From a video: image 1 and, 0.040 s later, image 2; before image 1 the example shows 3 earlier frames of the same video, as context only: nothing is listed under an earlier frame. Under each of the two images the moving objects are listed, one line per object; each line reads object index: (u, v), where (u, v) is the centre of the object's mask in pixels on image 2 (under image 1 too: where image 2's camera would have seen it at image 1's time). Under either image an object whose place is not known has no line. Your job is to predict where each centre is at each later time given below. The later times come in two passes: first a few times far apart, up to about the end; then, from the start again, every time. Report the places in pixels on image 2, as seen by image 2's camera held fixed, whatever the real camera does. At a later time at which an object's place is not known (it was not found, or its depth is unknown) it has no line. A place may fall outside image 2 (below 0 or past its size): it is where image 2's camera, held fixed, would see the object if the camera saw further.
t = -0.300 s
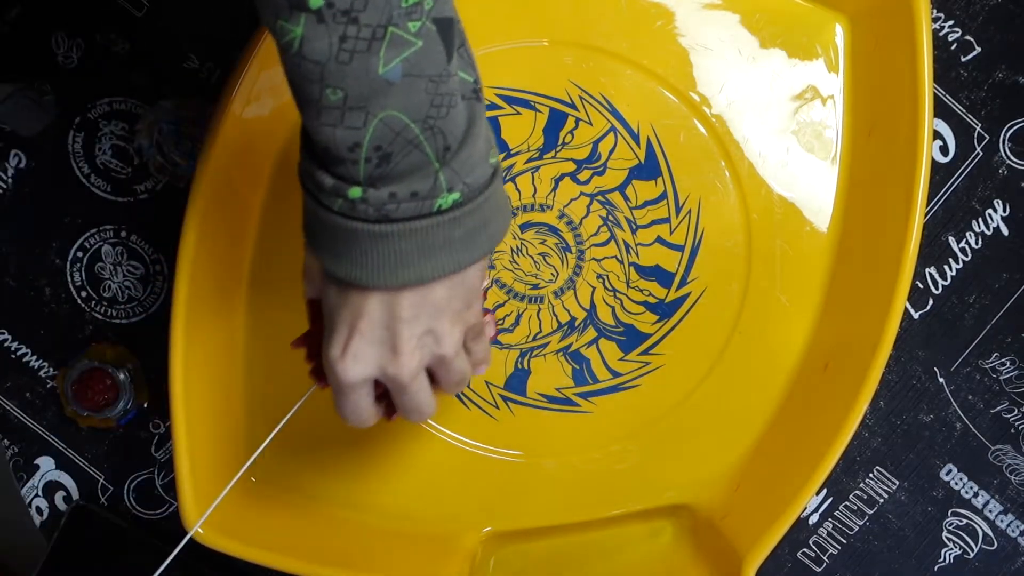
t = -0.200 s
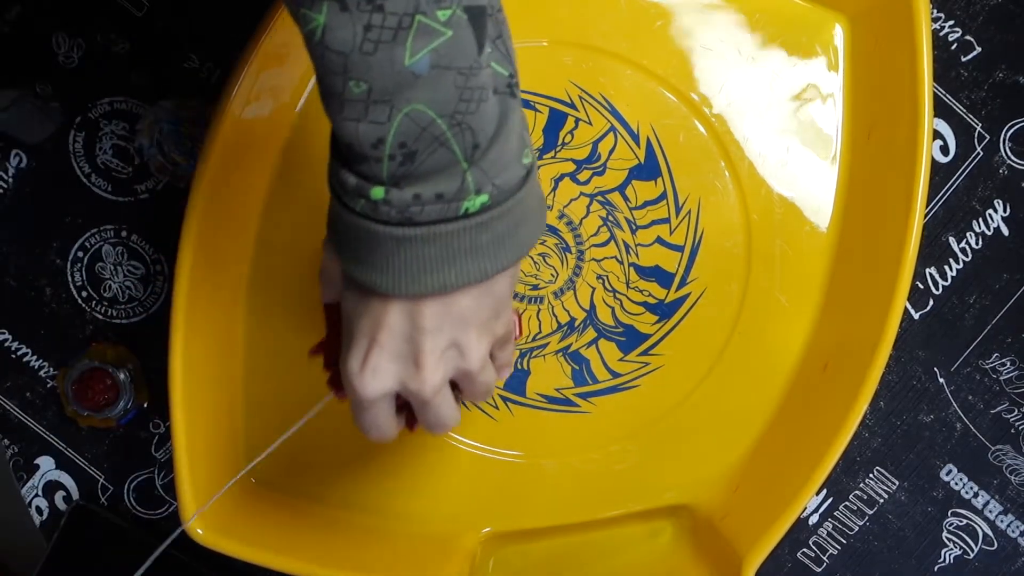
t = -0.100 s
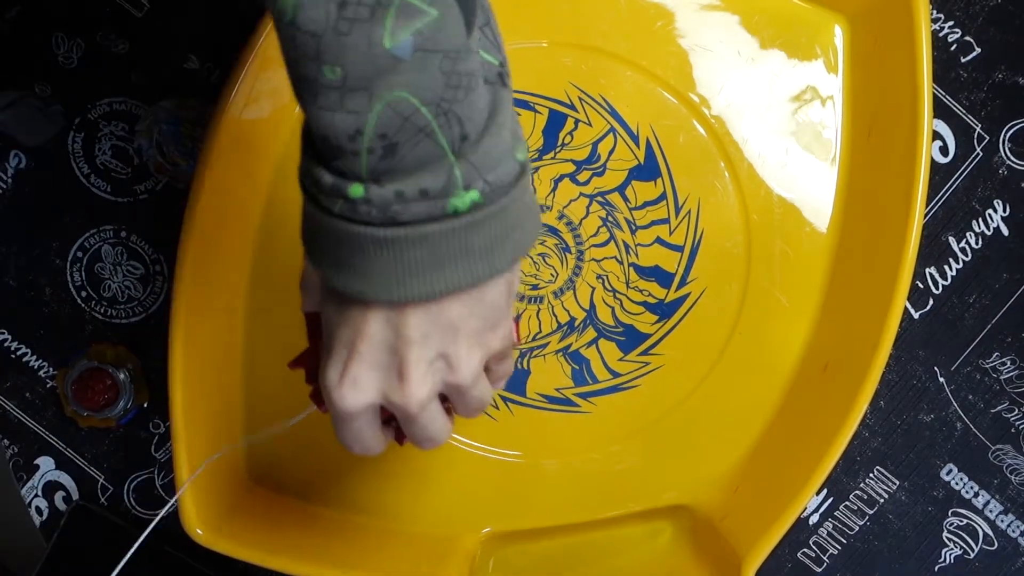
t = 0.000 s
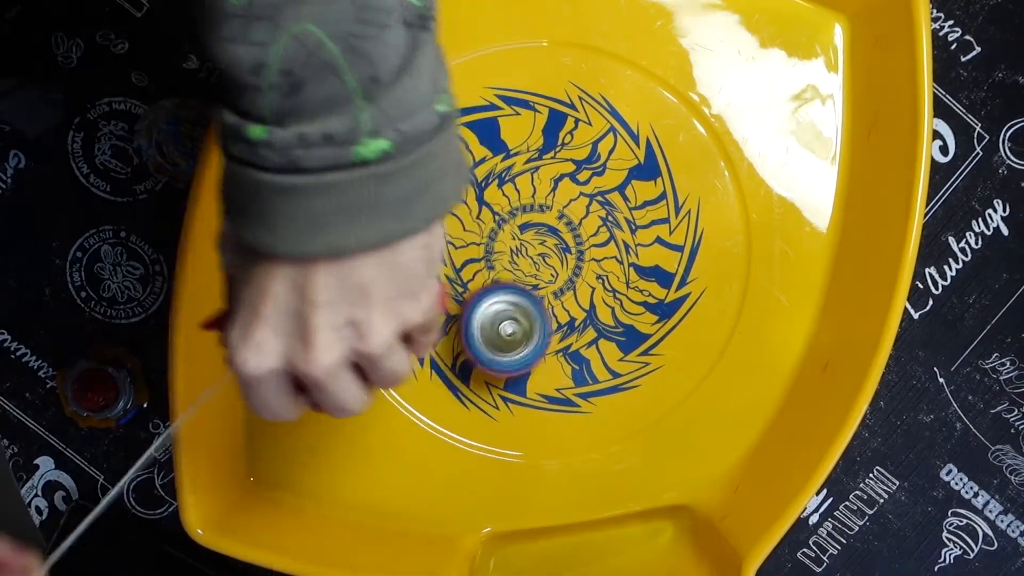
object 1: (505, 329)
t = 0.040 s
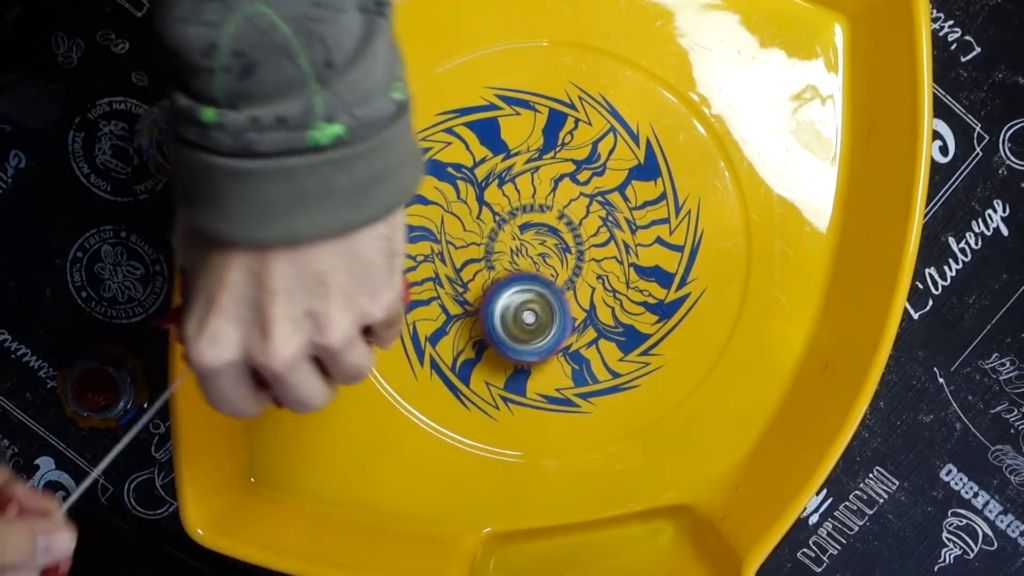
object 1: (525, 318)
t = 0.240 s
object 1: (595, 230)
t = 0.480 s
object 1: (587, 102)
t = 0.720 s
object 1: (488, 66)
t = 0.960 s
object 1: (426, 217)
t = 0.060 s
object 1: (534, 312)
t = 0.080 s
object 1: (543, 305)
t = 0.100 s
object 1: (552, 297)
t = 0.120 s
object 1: (560, 287)
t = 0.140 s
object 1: (568, 279)
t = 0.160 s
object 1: (574, 270)
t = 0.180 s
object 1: (581, 260)
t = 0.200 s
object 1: (587, 250)
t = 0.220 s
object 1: (591, 240)
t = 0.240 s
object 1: (595, 230)
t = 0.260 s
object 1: (598, 220)
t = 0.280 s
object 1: (600, 210)
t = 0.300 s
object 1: (602, 199)
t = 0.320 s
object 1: (604, 189)
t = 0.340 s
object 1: (604, 177)
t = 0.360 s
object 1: (604, 166)
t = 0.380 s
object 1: (603, 155)
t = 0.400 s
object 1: (601, 146)
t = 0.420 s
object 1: (598, 134)
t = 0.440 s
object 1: (595, 123)
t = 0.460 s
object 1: (591, 112)
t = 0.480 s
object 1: (587, 102)
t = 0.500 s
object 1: (582, 92)
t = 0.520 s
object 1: (575, 83)
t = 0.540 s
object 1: (568, 74)
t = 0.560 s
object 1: (561, 66)
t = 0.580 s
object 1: (554, 57)
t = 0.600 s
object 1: (546, 50)
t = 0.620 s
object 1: (537, 44)
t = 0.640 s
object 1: (527, 43)
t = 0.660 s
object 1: (517, 45)
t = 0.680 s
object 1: (507, 48)
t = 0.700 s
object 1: (498, 56)
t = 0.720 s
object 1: (488, 66)
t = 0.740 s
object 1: (479, 75)
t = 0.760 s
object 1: (469, 85)
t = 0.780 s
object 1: (461, 97)
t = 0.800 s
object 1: (452, 107)
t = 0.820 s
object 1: (443, 118)
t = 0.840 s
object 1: (435, 130)
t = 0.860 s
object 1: (429, 143)
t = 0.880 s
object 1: (425, 156)
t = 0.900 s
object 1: (423, 170)
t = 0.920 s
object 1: (421, 186)
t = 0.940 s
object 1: (423, 201)
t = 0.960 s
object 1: (426, 217)
